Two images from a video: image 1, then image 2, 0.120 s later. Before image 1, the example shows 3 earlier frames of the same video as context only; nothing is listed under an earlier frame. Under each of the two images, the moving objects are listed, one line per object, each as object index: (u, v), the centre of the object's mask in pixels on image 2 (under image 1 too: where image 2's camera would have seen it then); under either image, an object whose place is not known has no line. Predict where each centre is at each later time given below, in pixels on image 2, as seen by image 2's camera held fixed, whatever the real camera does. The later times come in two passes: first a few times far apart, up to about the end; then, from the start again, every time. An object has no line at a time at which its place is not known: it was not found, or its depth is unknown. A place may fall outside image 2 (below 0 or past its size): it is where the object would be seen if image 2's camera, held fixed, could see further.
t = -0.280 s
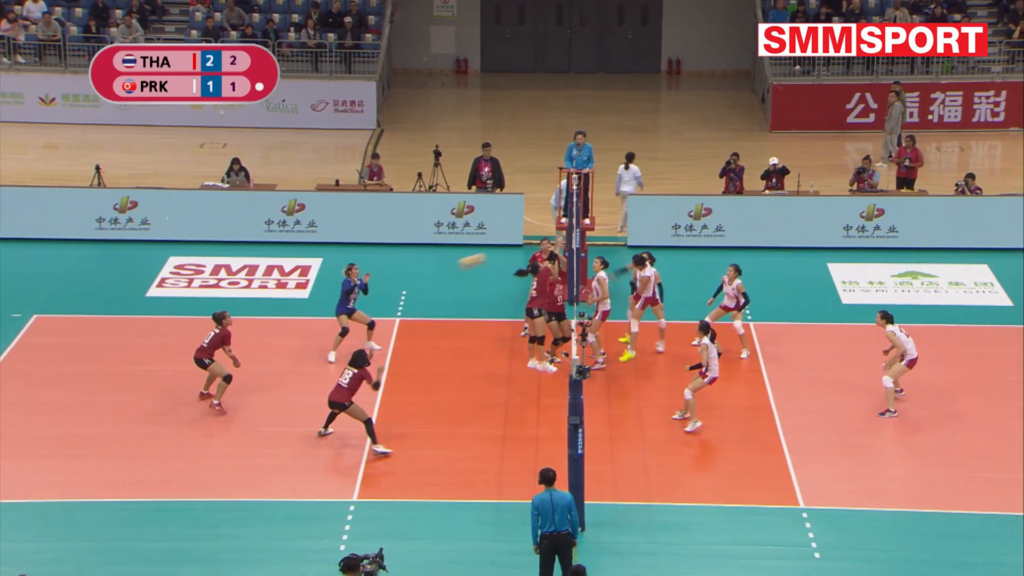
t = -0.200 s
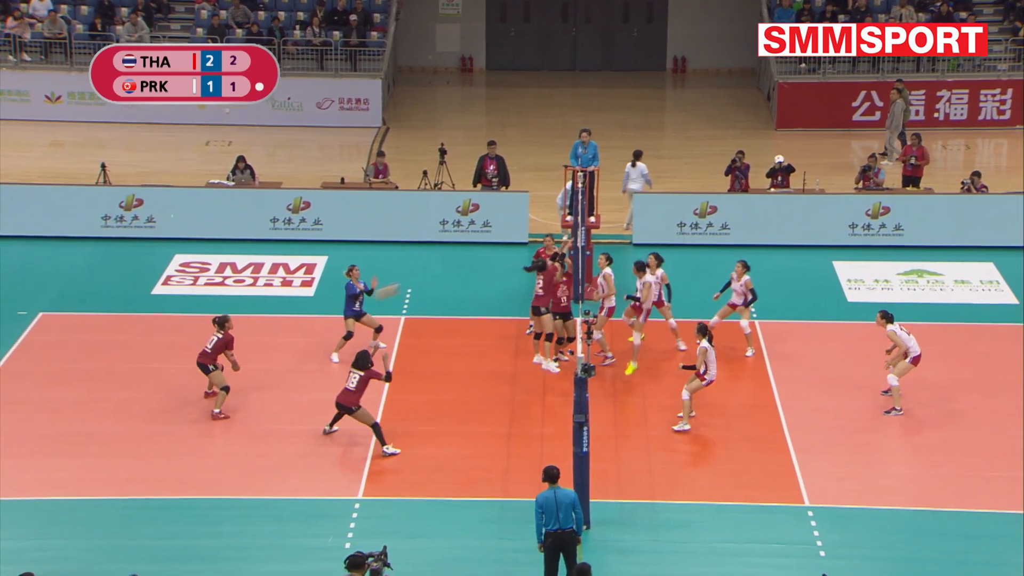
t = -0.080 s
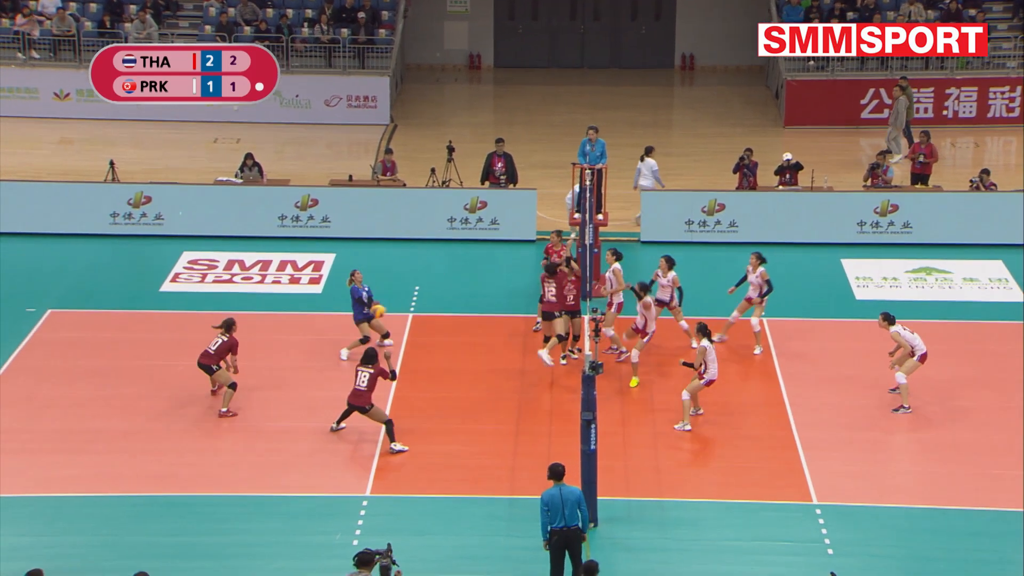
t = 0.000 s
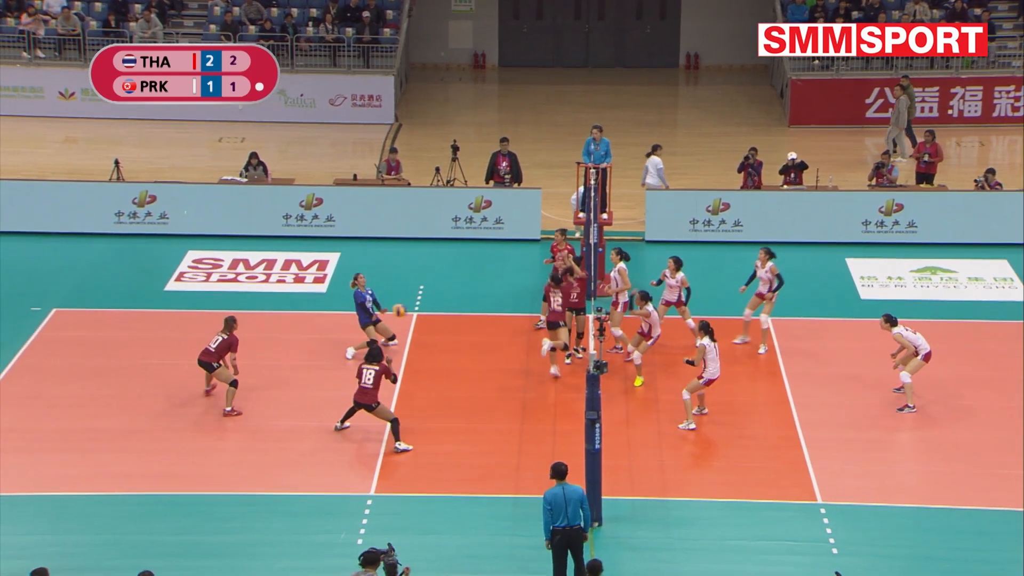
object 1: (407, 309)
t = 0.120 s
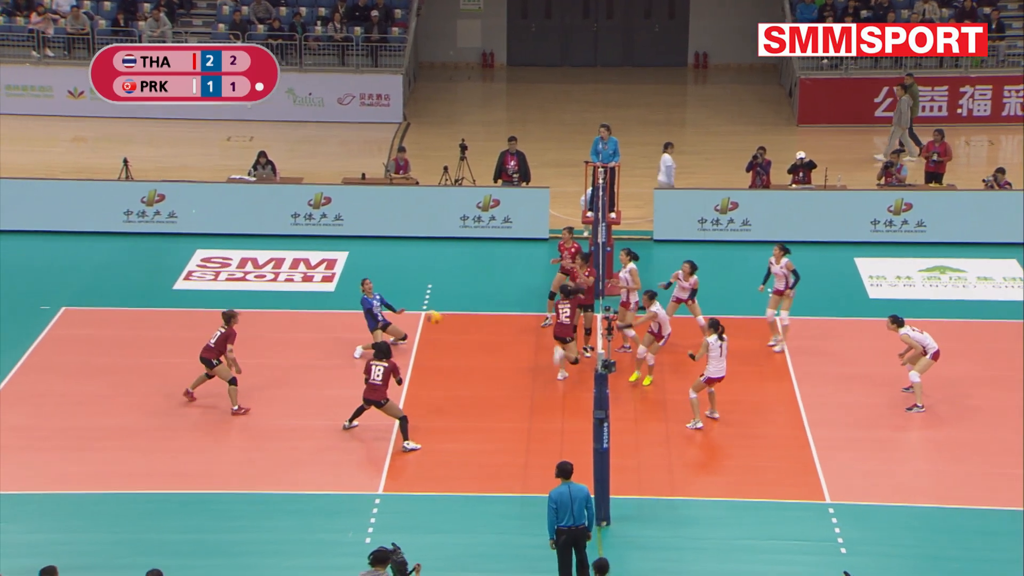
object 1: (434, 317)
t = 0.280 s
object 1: (469, 342)
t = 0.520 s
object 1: (521, 412)
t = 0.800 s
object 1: (572, 422)
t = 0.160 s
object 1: (442, 321)
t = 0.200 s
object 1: (451, 327)
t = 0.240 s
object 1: (460, 334)
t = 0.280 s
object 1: (469, 342)
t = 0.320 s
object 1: (477, 351)
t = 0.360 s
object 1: (485, 361)
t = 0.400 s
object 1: (495, 372)
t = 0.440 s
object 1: (503, 384)
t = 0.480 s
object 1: (512, 398)
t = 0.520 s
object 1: (521, 412)
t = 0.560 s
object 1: (530, 428)
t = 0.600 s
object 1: (538, 438)
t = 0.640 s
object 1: (545, 432)
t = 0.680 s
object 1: (551, 428)
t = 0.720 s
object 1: (559, 425)
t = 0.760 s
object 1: (565, 423)
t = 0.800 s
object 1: (572, 422)
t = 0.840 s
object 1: (579, 422)
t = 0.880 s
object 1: (586, 424)
